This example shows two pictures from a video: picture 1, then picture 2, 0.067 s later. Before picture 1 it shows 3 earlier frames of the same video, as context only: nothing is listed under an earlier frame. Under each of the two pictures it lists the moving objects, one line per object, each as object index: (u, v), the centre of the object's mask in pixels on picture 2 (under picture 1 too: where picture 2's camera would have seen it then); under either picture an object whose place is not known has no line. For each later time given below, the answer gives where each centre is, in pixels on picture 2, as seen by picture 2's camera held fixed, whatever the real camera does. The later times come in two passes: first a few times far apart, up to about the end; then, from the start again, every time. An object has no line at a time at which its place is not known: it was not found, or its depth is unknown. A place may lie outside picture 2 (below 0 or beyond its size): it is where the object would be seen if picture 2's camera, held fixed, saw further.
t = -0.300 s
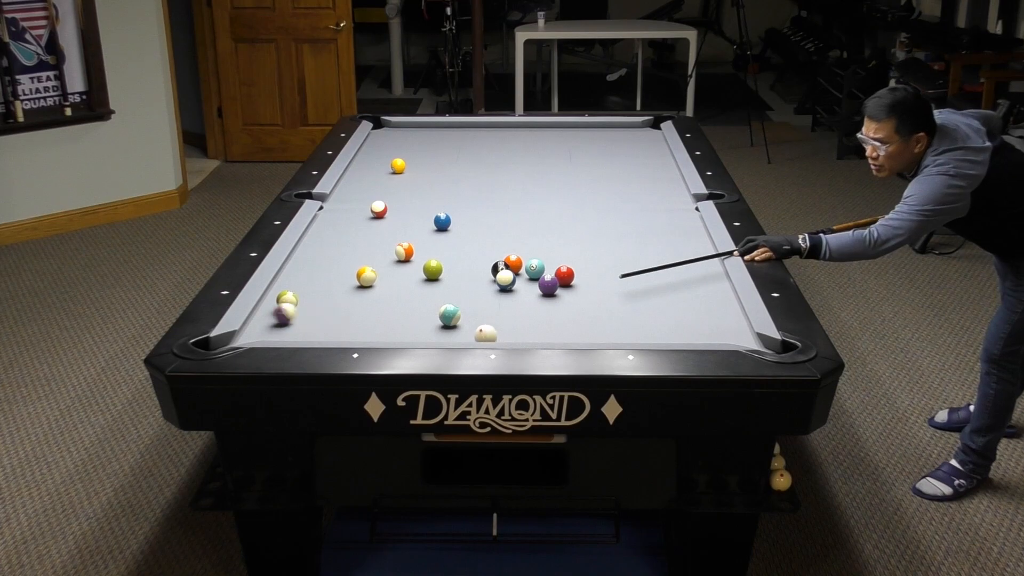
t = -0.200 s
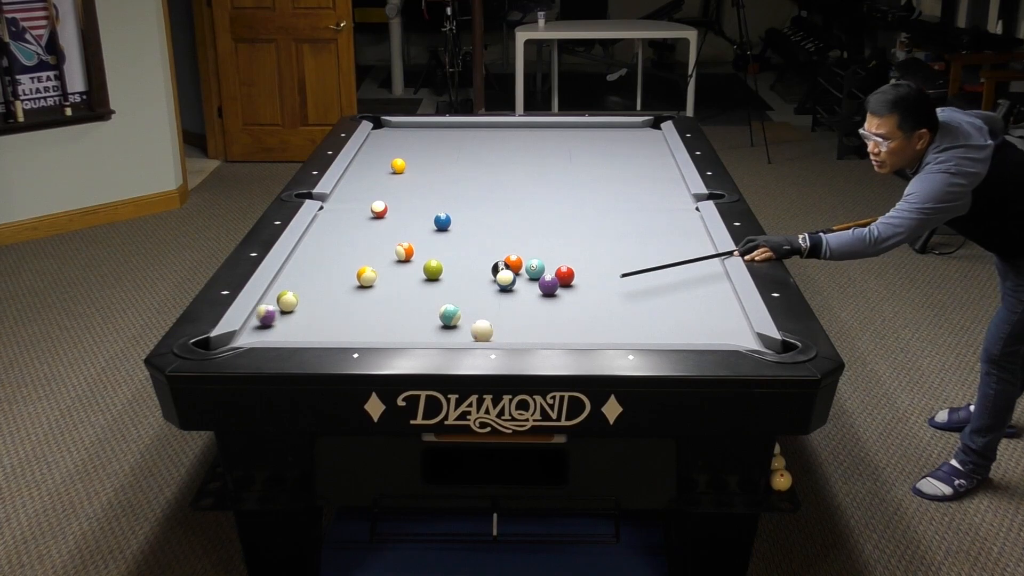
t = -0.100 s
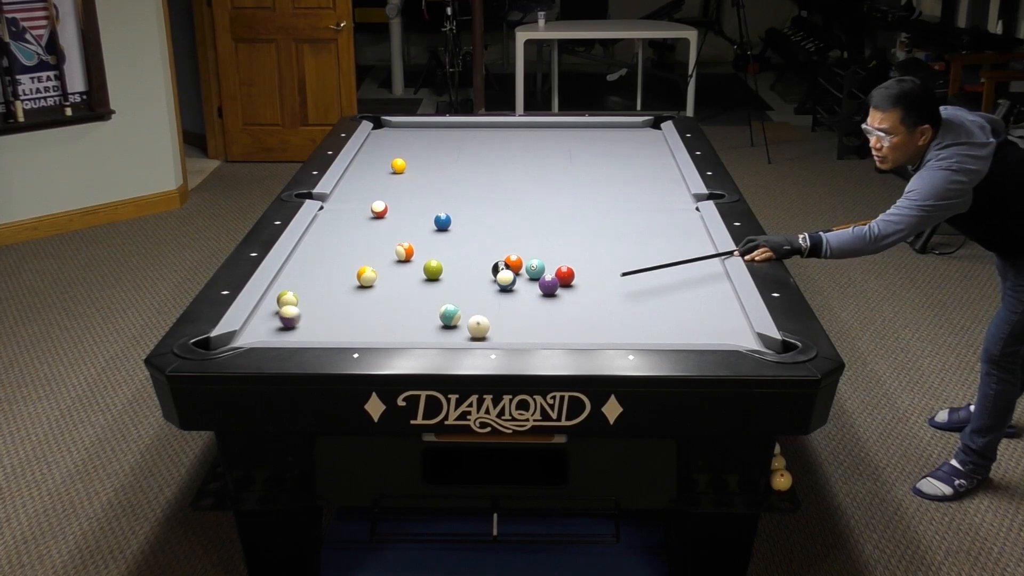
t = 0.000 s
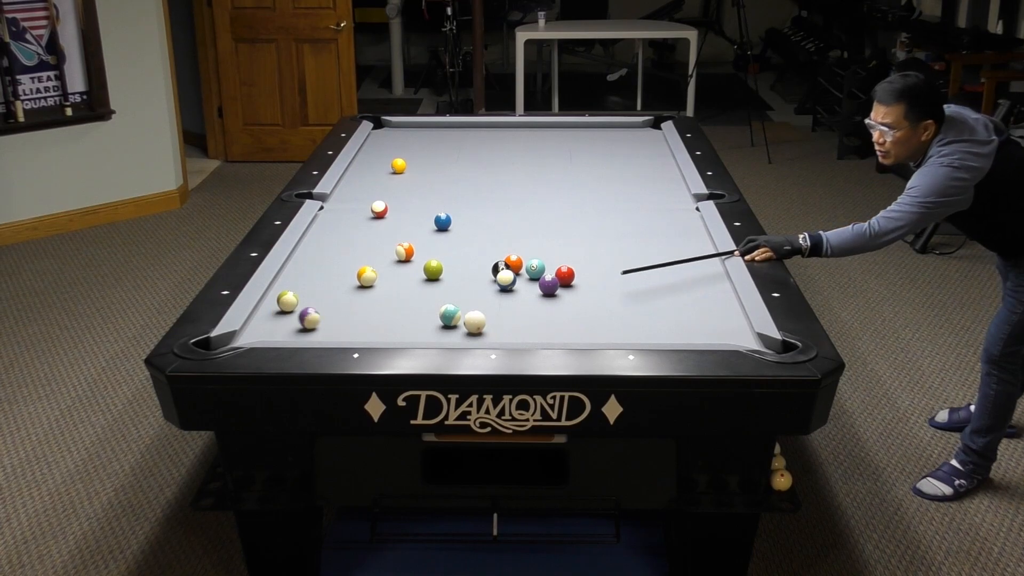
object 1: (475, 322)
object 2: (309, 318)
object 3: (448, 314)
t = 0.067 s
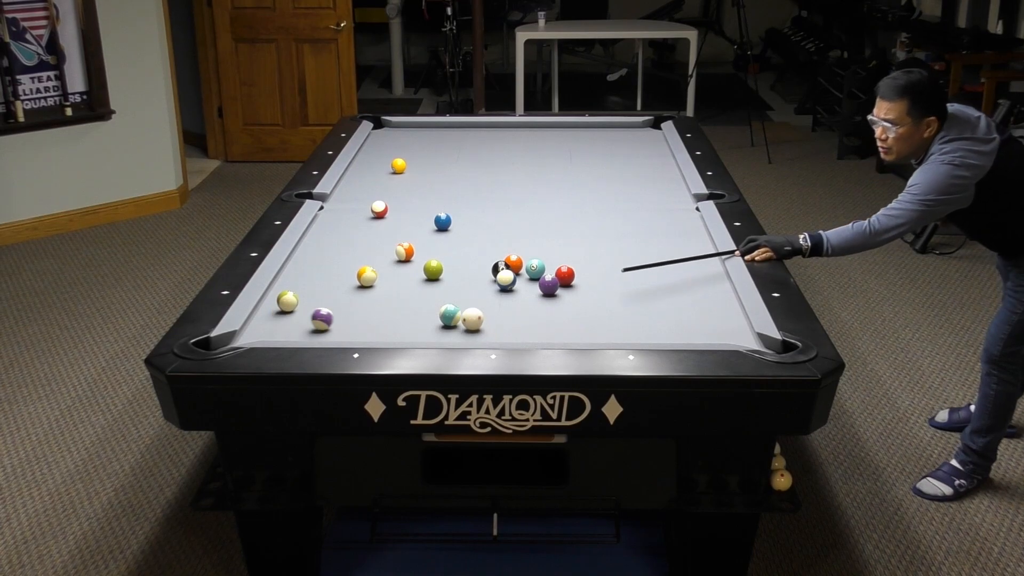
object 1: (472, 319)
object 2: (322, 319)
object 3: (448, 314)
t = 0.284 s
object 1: (474, 311)
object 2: (363, 322)
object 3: (440, 313)
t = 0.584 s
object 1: (479, 302)
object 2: (418, 326)
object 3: (433, 312)
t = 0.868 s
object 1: (482, 294)
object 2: (469, 330)
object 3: (426, 312)
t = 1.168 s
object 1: (485, 287)
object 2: (521, 333)
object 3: (419, 310)
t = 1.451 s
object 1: (487, 282)
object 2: (569, 335)
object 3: (416, 310)
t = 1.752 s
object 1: (485, 279)
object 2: (615, 337)
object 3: (416, 310)
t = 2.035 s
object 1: (484, 276)
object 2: (651, 336)
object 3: (416, 310)
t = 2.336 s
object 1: (483, 274)
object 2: (687, 335)
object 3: (416, 310)
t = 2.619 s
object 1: (483, 273)
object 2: (718, 335)
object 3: (416, 310)
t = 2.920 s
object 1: (483, 273)
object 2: (746, 335)
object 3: (416, 310)
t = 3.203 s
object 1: (483, 274)
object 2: (737, 336)
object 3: (416, 310)
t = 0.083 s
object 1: (472, 318)
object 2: (325, 319)
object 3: (448, 314)
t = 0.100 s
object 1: (471, 317)
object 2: (329, 319)
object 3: (448, 314)
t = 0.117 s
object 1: (472, 317)
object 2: (332, 320)
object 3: (447, 314)
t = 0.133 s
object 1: (472, 316)
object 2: (335, 320)
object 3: (447, 313)
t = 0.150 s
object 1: (472, 315)
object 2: (338, 320)
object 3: (446, 314)
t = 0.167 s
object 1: (472, 315)
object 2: (340, 320)
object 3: (445, 314)
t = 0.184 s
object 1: (473, 314)
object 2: (344, 320)
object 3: (444, 314)
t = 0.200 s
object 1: (473, 314)
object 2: (347, 320)
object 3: (444, 313)
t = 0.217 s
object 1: (473, 313)
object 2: (350, 321)
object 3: (443, 313)
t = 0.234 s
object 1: (474, 312)
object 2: (353, 321)
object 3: (442, 313)
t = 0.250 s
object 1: (474, 312)
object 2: (357, 322)
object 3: (441, 314)
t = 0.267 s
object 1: (474, 311)
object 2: (360, 321)
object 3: (441, 313)
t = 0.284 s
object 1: (474, 311)
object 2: (363, 322)
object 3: (440, 313)
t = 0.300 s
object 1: (475, 310)
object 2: (366, 322)
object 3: (440, 314)
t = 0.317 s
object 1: (475, 310)
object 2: (370, 322)
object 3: (439, 313)
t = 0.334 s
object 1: (475, 309)
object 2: (372, 323)
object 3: (438, 313)
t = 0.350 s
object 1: (476, 308)
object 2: (376, 323)
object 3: (438, 313)
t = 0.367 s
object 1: (476, 308)
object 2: (379, 323)
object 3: (437, 313)
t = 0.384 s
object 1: (476, 307)
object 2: (382, 323)
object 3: (436, 314)
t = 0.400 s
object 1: (476, 307)
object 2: (385, 323)
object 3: (436, 313)
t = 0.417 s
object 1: (476, 306)
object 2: (388, 324)
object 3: (438, 313)
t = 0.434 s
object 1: (477, 306)
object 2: (391, 324)
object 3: (437, 313)
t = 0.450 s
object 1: (477, 305)
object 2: (394, 325)
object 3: (437, 313)
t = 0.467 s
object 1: (477, 305)
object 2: (397, 325)
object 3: (436, 313)
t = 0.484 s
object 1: (477, 304)
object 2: (400, 325)
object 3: (436, 313)
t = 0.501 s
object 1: (477, 304)
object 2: (403, 326)
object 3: (435, 313)
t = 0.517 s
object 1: (478, 303)
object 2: (406, 326)
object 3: (435, 313)
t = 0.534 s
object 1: (478, 303)
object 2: (409, 326)
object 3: (434, 313)
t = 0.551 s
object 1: (478, 302)
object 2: (412, 326)
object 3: (434, 313)
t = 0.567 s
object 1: (478, 302)
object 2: (415, 326)
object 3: (433, 313)
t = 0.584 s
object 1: (479, 302)
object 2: (418, 326)
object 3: (433, 312)
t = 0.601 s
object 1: (479, 301)
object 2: (421, 327)
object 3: (433, 311)
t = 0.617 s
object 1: (479, 301)
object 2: (425, 327)
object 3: (433, 311)
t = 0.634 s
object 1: (479, 300)
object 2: (428, 327)
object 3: (432, 310)
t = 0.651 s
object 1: (479, 300)
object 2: (430, 327)
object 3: (431, 310)
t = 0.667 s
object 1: (480, 299)
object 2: (434, 327)
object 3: (430, 310)
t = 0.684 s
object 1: (480, 299)
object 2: (437, 327)
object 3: (429, 311)
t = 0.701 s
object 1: (480, 298)
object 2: (440, 328)
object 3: (429, 311)
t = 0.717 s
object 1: (480, 298)
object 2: (443, 328)
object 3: (429, 312)
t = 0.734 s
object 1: (481, 297)
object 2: (446, 329)
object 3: (429, 312)
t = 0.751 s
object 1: (481, 297)
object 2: (449, 329)
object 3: (428, 312)
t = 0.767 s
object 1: (481, 297)
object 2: (452, 329)
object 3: (428, 312)
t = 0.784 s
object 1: (481, 296)
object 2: (455, 329)
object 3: (427, 312)
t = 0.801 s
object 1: (481, 296)
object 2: (458, 329)
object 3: (427, 312)
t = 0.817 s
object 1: (481, 295)
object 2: (461, 329)
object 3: (427, 312)
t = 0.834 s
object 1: (482, 295)
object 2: (464, 330)
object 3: (426, 312)
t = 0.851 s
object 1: (482, 294)
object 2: (466, 330)
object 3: (426, 312)
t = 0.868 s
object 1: (482, 294)
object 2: (469, 330)
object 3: (426, 312)
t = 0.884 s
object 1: (482, 294)
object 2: (472, 331)
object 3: (425, 312)
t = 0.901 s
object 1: (482, 293)
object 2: (475, 330)
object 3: (425, 312)
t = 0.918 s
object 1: (483, 293)
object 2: (478, 330)
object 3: (424, 312)
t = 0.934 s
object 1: (483, 292)
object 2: (481, 331)
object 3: (424, 312)
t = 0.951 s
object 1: (483, 292)
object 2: (484, 331)
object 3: (424, 312)
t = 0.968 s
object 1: (483, 292)
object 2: (487, 331)
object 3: (423, 312)
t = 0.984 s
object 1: (483, 291)
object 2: (490, 331)
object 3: (423, 311)
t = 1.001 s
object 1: (483, 291)
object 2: (493, 331)
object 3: (422, 311)
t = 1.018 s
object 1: (484, 291)
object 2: (496, 332)
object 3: (422, 311)
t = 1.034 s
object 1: (484, 290)
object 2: (499, 332)
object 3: (422, 312)
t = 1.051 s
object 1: (484, 290)
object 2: (501, 332)
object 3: (421, 311)
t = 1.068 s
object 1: (484, 290)
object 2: (504, 332)
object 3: (422, 312)
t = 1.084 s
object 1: (484, 289)
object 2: (507, 333)
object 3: (421, 311)
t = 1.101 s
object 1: (484, 289)
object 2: (510, 333)
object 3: (421, 310)
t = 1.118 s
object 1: (484, 288)
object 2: (513, 333)
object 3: (420, 310)
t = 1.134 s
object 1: (485, 288)
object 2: (516, 333)
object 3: (420, 310)
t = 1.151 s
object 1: (485, 288)
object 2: (519, 333)
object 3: (420, 310)
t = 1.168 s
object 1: (485, 287)
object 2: (521, 333)
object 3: (419, 310)
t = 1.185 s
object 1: (485, 287)
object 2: (524, 333)
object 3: (419, 310)
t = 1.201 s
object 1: (485, 287)
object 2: (527, 333)
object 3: (420, 311)
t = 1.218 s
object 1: (486, 286)
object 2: (530, 334)
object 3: (419, 311)
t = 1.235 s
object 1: (486, 286)
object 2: (533, 334)
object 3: (418, 310)
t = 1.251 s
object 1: (486, 286)
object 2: (535, 334)
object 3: (418, 310)
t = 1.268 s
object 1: (486, 286)
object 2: (538, 334)
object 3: (418, 310)
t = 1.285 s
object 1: (486, 285)
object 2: (541, 334)
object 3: (418, 310)
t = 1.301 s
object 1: (487, 285)
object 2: (543, 334)
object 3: (418, 310)
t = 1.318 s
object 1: (487, 284)
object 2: (546, 334)
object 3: (418, 310)
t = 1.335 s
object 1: (487, 284)
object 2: (549, 334)
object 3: (417, 310)
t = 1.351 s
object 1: (487, 284)
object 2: (552, 334)
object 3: (417, 310)
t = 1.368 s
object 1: (487, 283)
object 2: (555, 334)
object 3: (417, 310)
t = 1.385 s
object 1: (487, 283)
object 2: (557, 334)
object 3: (417, 310)
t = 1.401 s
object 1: (487, 283)
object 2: (560, 335)
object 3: (417, 310)
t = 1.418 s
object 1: (487, 283)
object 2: (563, 335)
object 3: (417, 310)
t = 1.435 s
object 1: (487, 282)
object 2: (566, 335)
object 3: (416, 310)
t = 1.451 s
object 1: (487, 282)
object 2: (569, 335)
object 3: (416, 310)
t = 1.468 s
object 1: (487, 282)
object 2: (572, 335)
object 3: (416, 310)
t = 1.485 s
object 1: (487, 282)
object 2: (574, 336)
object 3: (416, 310)
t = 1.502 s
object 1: (486, 282)
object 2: (577, 336)
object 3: (416, 310)
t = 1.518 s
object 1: (486, 281)
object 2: (580, 336)
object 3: (416, 310)
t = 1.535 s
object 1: (486, 281)
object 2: (583, 336)
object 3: (416, 310)
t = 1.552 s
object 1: (486, 281)
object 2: (585, 336)
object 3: (416, 310)
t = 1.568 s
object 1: (486, 281)
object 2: (587, 336)
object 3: (416, 310)
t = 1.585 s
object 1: (486, 280)
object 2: (590, 336)
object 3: (416, 310)
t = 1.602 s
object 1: (486, 280)
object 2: (593, 337)
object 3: (416, 310)
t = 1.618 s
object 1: (486, 280)
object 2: (596, 337)
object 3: (416, 310)
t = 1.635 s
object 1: (486, 280)
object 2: (598, 337)
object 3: (416, 310)
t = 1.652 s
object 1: (486, 280)
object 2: (601, 337)
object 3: (416, 310)
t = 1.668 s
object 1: (486, 279)
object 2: (604, 337)
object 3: (416, 310)
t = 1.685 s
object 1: (486, 279)
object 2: (606, 337)
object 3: (416, 310)
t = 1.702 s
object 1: (485, 279)
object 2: (609, 337)
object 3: (416, 310)
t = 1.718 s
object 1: (485, 279)
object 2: (611, 337)
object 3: (416, 310)
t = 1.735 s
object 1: (485, 279)
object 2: (613, 337)
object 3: (416, 310)
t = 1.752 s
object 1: (485, 279)
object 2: (615, 337)
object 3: (416, 310)
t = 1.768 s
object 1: (485, 279)
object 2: (617, 337)
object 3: (416, 310)
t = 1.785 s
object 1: (485, 278)
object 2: (619, 337)
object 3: (416, 310)
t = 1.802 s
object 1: (485, 278)
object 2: (622, 337)
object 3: (416, 310)
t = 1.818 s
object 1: (485, 278)
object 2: (624, 337)
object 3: (416, 310)
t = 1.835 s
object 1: (485, 278)
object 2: (626, 336)
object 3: (416, 310)
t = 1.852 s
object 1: (485, 278)
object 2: (628, 336)
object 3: (416, 310)
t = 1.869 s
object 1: (485, 278)
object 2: (630, 336)
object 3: (416, 310)
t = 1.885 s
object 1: (485, 278)
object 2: (633, 336)
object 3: (416, 310)
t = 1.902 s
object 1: (485, 277)
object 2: (635, 336)
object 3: (416, 310)
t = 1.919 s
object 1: (484, 277)
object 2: (637, 336)
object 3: (416, 310)
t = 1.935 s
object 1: (484, 277)
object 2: (639, 336)
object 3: (416, 310)
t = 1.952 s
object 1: (484, 277)
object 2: (641, 336)
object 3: (416, 310)
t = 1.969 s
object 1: (484, 277)
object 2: (644, 336)
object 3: (416, 310)
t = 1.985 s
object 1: (484, 277)
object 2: (646, 336)
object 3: (416, 310)
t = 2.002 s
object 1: (484, 277)
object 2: (648, 336)
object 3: (416, 310)
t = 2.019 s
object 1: (484, 276)
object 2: (649, 336)
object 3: (416, 310)
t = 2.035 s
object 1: (484, 276)
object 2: (651, 336)
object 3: (416, 310)
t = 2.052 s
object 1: (484, 276)
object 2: (654, 336)
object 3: (416, 310)
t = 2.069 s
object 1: (484, 276)
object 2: (656, 336)
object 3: (416, 310)
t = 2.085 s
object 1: (484, 276)
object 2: (658, 336)
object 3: (416, 310)
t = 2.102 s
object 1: (484, 276)
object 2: (660, 336)
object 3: (416, 310)
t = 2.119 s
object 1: (484, 276)
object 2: (662, 336)
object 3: (416, 310)
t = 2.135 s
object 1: (484, 276)
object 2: (664, 336)
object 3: (416, 310)
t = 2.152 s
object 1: (484, 276)
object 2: (666, 336)
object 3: (416, 310)
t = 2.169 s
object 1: (483, 275)
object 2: (668, 336)
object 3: (416, 310)
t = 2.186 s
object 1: (483, 275)
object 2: (670, 336)
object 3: (416, 310)
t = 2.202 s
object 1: (483, 275)
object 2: (672, 336)
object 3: (416, 310)
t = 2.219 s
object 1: (483, 275)
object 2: (674, 336)
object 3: (416, 310)
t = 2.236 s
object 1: (483, 275)
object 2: (676, 336)
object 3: (416, 310)
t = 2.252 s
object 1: (483, 275)
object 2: (678, 336)
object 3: (416, 310)
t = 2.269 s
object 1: (483, 275)
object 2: (680, 336)
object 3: (416, 310)
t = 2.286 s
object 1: (483, 275)
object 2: (682, 336)
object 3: (416, 310)
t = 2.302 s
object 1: (483, 275)
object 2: (683, 336)
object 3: (416, 310)
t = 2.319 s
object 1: (483, 274)
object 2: (685, 335)
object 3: (416, 310)
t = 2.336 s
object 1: (483, 274)
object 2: (687, 335)
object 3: (416, 310)
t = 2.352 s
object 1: (483, 274)
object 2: (689, 335)
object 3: (416, 310)
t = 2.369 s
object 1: (483, 274)
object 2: (691, 335)
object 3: (416, 310)
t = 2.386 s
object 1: (483, 274)
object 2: (693, 335)
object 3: (416, 310)
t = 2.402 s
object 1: (483, 274)
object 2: (695, 335)
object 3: (416, 310)
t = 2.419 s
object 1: (483, 274)
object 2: (697, 335)
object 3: (416, 310)
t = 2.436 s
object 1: (483, 274)
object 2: (699, 335)
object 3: (416, 310)
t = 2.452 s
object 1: (483, 274)
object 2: (700, 335)
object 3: (416, 310)
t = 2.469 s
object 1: (483, 274)
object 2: (702, 335)
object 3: (416, 310)
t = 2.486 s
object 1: (483, 274)
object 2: (704, 335)
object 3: (416, 310)
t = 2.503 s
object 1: (483, 274)
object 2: (706, 335)
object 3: (416, 310)
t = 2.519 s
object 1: (483, 274)
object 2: (708, 335)
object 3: (416, 310)
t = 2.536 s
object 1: (483, 274)
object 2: (710, 335)
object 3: (416, 310)
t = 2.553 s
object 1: (483, 274)
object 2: (712, 335)
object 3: (416, 310)
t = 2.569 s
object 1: (483, 273)
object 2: (714, 335)
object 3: (416, 310)
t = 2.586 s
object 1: (483, 273)
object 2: (715, 335)
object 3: (416, 310)
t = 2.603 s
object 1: (483, 273)
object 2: (717, 335)
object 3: (416, 310)
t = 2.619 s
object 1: (483, 273)
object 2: (718, 335)
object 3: (416, 310)
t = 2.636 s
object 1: (483, 273)
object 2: (720, 335)
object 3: (416, 310)
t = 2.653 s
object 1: (483, 273)
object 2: (722, 335)
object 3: (416, 310)
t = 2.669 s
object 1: (483, 273)
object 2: (723, 335)
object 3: (416, 310)
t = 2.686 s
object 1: (483, 273)
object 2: (725, 335)
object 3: (416, 310)
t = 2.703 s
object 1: (483, 273)
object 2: (727, 335)
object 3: (416, 310)
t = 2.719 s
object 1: (483, 273)
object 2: (729, 335)
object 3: (416, 310)
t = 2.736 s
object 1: (483, 273)
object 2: (730, 335)
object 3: (416, 310)
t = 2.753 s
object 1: (483, 273)
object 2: (732, 335)
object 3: (416, 310)
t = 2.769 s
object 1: (483, 273)
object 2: (734, 335)
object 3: (416, 310)
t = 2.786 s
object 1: (483, 273)
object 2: (736, 335)
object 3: (416, 310)
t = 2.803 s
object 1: (483, 273)
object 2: (737, 335)
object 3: (416, 310)
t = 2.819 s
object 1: (483, 273)
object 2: (739, 335)
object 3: (416, 310)
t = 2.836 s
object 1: (483, 273)
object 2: (741, 335)
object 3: (416, 310)
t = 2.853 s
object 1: (483, 273)
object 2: (743, 335)
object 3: (416, 310)
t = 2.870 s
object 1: (483, 273)
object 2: (744, 335)
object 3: (416, 310)
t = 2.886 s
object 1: (483, 273)
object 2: (746, 335)
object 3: (416, 310)
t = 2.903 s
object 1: (483, 274)
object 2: (746, 335)
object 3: (416, 310)
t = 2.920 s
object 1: (483, 273)
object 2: (746, 335)
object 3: (416, 310)
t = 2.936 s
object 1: (483, 274)
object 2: (745, 335)
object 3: (416, 310)
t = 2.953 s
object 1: (483, 273)
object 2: (744, 335)
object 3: (416, 310)
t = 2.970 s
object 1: (483, 273)
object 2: (744, 335)
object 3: (416, 310)
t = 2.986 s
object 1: (483, 273)
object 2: (743, 335)
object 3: (416, 310)
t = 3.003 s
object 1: (483, 273)
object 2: (743, 336)
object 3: (416, 310)
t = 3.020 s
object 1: (483, 273)
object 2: (742, 336)
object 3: (416, 310)
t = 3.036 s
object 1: (483, 273)
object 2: (741, 336)
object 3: (416, 310)
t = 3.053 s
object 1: (483, 273)
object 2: (741, 336)
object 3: (416, 310)
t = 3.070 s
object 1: (483, 274)
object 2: (740, 336)
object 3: (416, 310)
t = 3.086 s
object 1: (483, 274)
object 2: (740, 336)
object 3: (416, 310)
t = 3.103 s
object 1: (483, 274)
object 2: (740, 336)
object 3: (416, 310)
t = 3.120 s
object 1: (483, 274)
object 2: (739, 336)
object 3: (416, 310)
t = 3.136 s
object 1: (483, 274)
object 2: (739, 336)
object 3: (416, 310)
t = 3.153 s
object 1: (483, 274)
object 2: (738, 336)
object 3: (416, 310)
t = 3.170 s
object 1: (483, 274)
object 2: (737, 336)
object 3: (416, 310)
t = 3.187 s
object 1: (483, 274)
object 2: (737, 336)
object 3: (416, 310)
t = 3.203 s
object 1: (483, 274)
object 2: (737, 336)
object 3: (416, 310)
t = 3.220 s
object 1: (484, 274)
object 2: (736, 336)
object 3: (416, 310)
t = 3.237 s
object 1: (484, 274)
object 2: (736, 336)
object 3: (416, 310)
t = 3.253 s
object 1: (484, 274)
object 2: (735, 336)
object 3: (416, 310)
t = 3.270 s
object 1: (484, 274)
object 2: (735, 336)
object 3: (416, 310)
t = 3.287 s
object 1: (483, 274)
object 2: (734, 336)
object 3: (416, 310)
